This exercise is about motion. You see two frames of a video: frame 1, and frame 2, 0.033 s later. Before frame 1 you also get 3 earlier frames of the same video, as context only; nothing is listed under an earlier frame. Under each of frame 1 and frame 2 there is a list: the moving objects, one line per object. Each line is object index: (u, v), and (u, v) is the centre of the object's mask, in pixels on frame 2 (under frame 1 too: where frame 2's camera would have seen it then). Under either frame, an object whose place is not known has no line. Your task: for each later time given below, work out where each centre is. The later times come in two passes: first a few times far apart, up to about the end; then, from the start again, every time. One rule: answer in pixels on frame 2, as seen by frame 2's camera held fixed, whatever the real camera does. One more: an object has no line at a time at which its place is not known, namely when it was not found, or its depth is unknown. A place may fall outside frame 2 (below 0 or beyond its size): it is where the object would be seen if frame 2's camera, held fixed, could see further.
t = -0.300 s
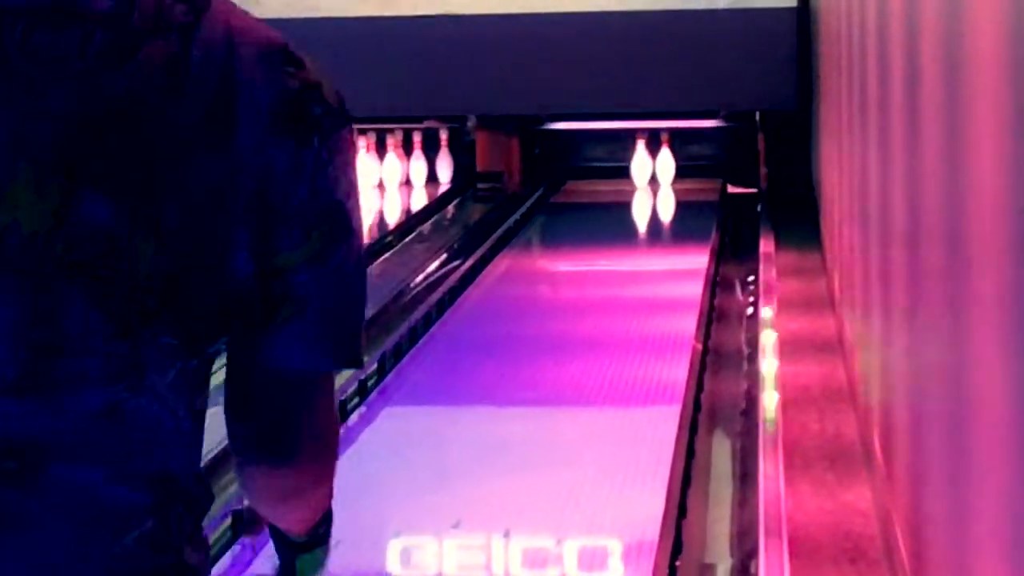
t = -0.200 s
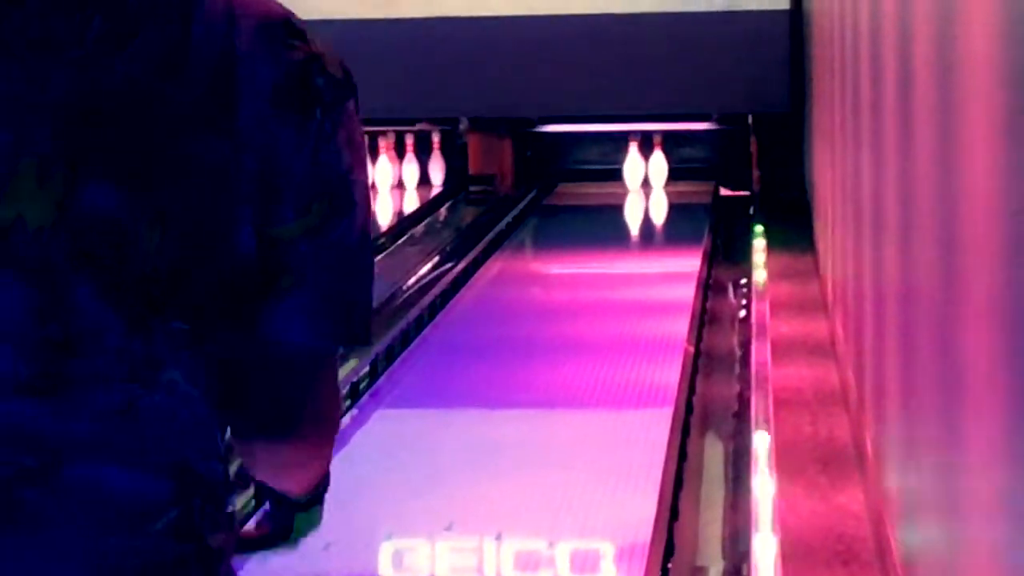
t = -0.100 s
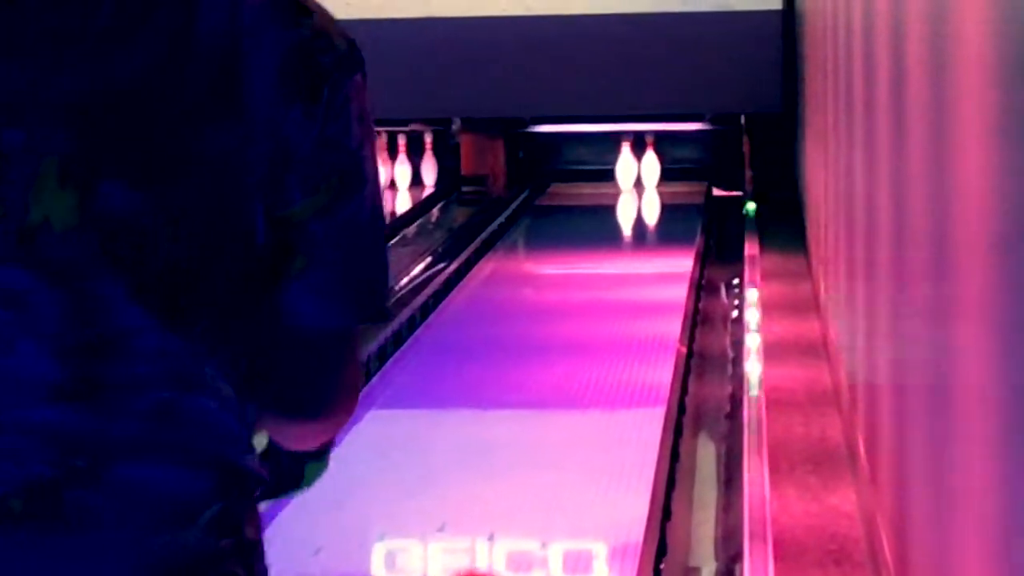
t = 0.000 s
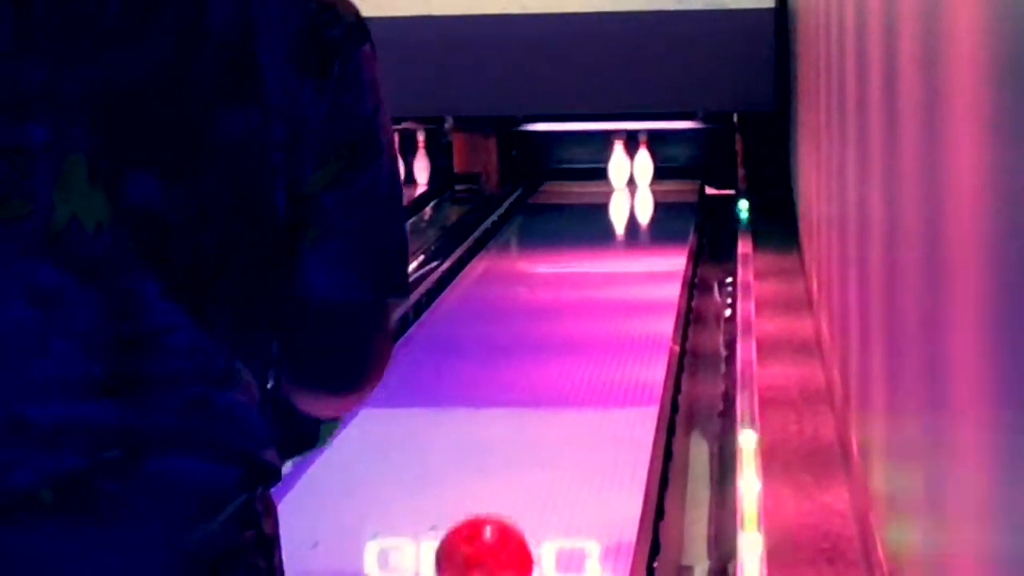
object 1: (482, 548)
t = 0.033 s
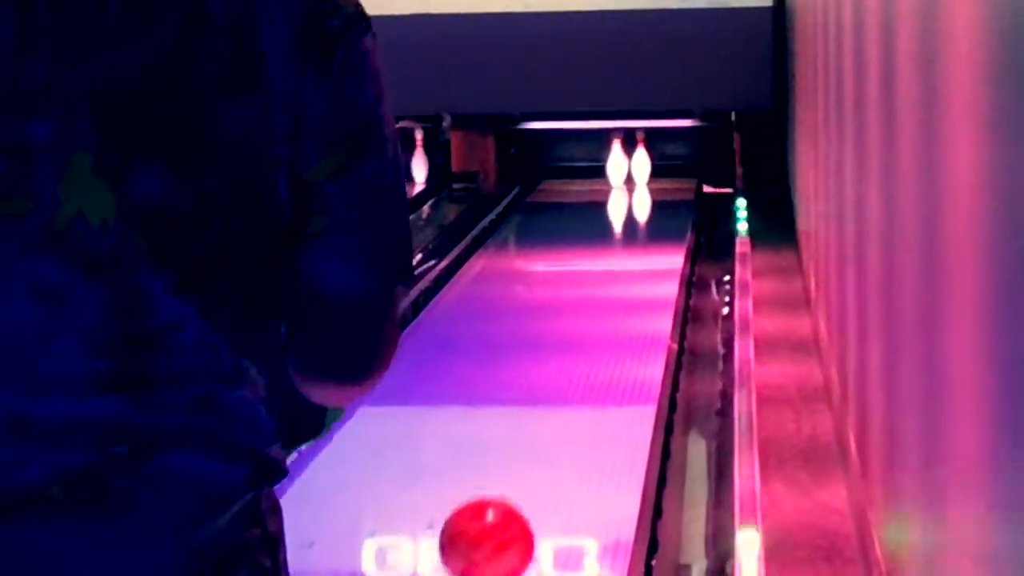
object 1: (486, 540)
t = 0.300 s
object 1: (515, 435)
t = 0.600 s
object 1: (536, 356)
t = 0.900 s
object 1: (552, 300)
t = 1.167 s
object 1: (562, 262)
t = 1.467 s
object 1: (569, 232)
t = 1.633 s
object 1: (571, 219)
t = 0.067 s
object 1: (491, 527)
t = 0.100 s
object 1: (494, 512)
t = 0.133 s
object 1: (498, 498)
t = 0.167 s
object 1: (501, 484)
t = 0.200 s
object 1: (505, 470)
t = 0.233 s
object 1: (509, 458)
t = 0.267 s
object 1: (512, 446)
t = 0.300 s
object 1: (515, 435)
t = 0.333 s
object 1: (518, 424)
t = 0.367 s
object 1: (521, 415)
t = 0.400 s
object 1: (524, 405)
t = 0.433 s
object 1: (526, 395)
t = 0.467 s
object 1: (529, 386)
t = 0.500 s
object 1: (530, 379)
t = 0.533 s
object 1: (533, 371)
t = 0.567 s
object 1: (535, 363)
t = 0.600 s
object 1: (536, 356)
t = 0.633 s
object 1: (538, 348)
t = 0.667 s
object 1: (540, 341)
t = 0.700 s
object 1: (543, 335)
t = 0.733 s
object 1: (544, 328)
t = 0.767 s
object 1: (546, 322)
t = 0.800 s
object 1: (547, 316)
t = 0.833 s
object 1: (548, 310)
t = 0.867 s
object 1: (550, 305)
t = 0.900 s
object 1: (552, 300)
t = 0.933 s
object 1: (553, 294)
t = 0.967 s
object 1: (555, 289)
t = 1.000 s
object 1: (556, 285)
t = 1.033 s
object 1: (557, 281)
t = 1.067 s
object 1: (558, 276)
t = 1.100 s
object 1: (560, 271)
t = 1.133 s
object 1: (561, 266)
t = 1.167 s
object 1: (562, 262)
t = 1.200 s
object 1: (563, 258)
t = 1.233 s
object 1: (564, 255)
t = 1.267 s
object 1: (564, 251)
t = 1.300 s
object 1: (564, 244)
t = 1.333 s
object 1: (567, 242)
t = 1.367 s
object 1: (567, 240)
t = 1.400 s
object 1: (567, 237)
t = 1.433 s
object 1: (568, 235)
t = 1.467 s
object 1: (569, 232)
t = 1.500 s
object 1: (569, 229)
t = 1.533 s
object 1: (570, 227)
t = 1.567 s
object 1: (570, 224)
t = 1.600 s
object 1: (572, 222)
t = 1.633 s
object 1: (571, 219)
